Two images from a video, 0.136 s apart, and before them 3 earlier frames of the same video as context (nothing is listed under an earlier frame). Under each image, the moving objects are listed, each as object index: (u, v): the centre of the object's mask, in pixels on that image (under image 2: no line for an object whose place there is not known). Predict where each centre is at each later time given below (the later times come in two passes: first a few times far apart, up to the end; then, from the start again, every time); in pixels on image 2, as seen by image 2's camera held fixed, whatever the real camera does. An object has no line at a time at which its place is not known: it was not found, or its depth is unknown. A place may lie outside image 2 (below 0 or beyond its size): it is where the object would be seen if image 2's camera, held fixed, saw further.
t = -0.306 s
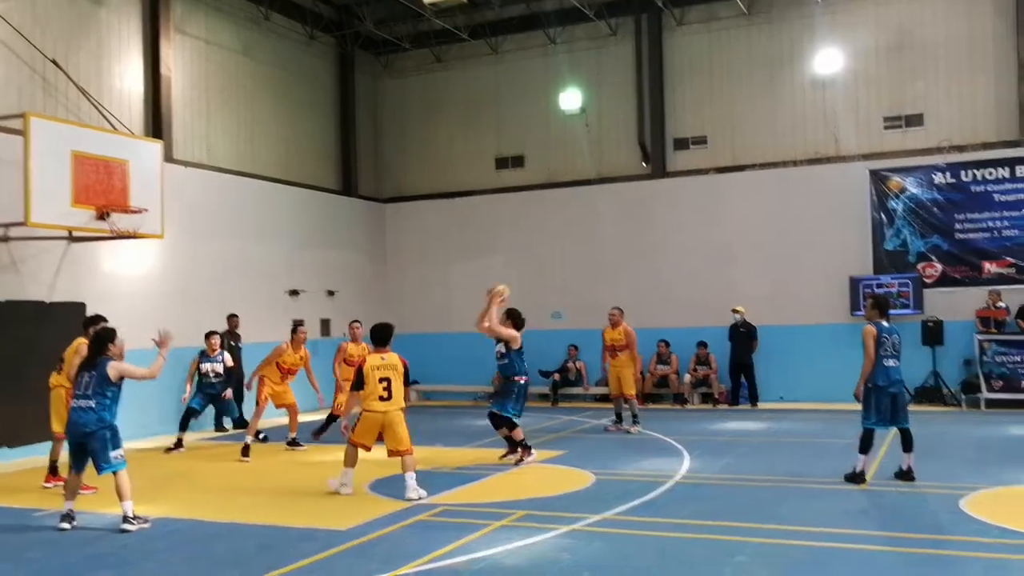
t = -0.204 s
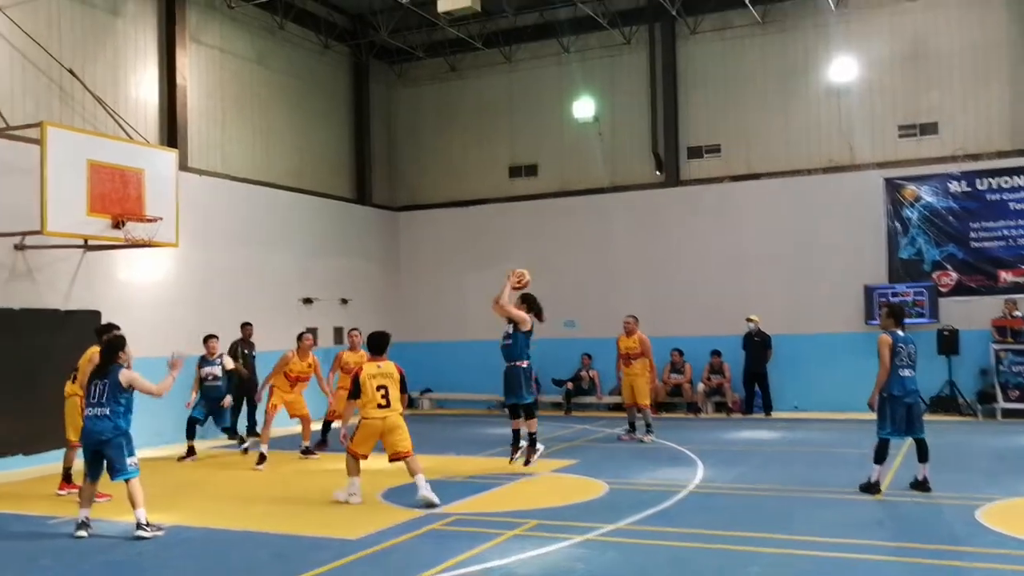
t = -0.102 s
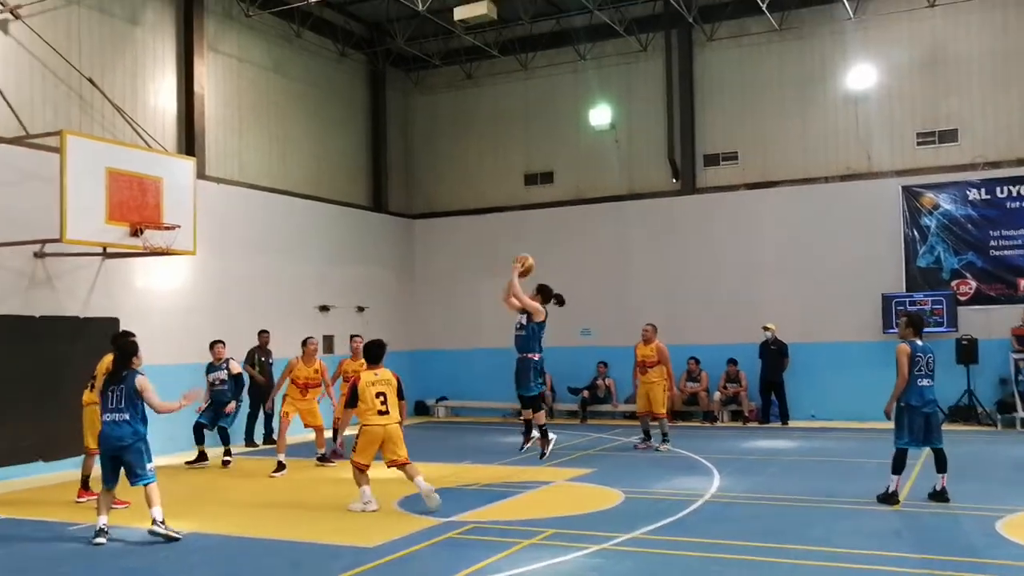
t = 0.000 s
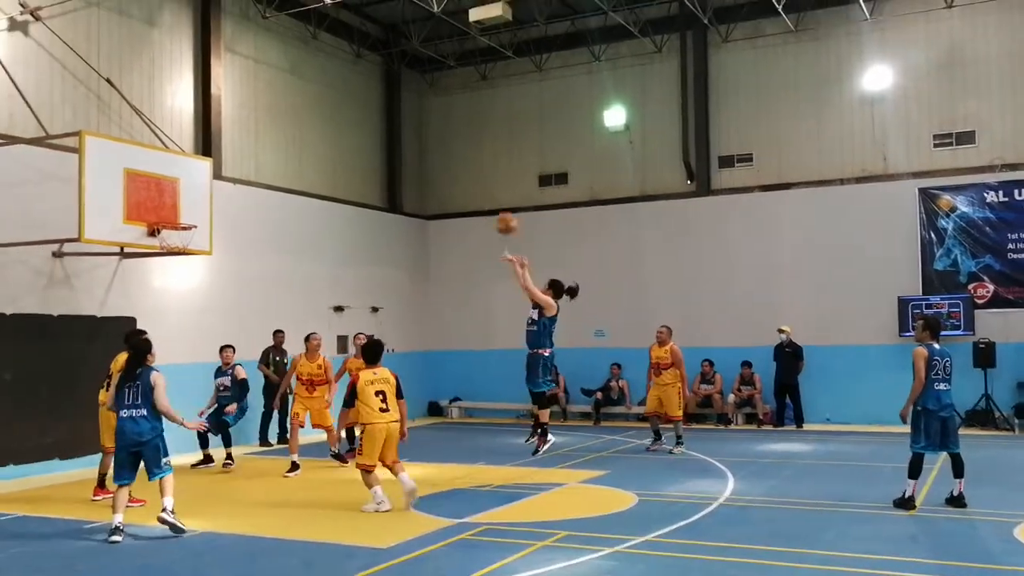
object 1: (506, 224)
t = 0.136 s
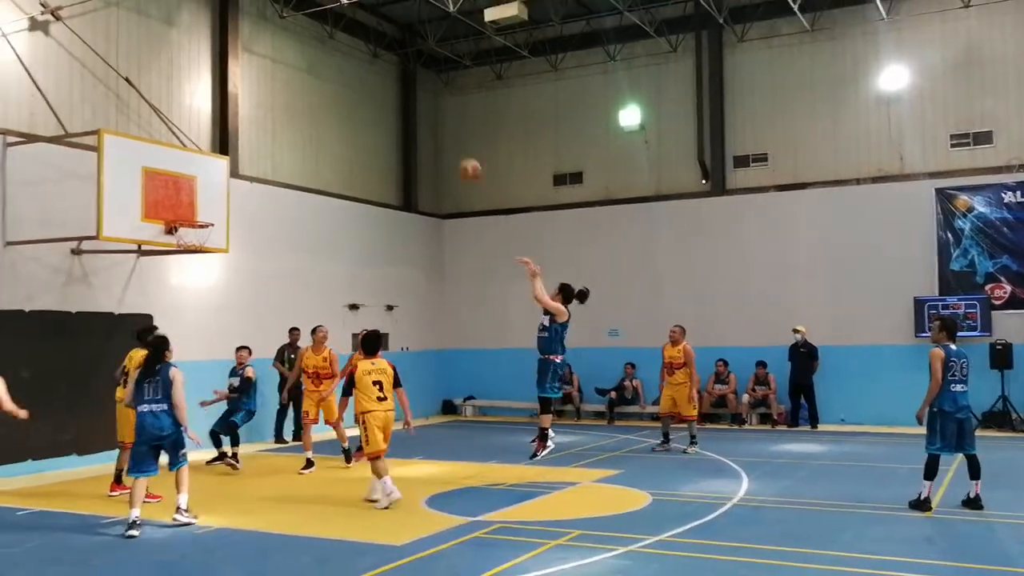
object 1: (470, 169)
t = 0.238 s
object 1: (433, 141)
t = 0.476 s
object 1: (350, 109)
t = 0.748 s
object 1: (254, 130)
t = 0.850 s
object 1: (220, 153)
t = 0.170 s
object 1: (458, 158)
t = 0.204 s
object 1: (446, 150)
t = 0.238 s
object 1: (433, 141)
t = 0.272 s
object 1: (420, 133)
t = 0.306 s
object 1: (409, 127)
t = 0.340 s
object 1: (396, 121)
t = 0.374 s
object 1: (384, 117)
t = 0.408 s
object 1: (373, 112)
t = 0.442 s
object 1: (362, 111)
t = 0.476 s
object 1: (350, 109)
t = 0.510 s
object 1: (337, 108)
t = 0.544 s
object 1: (325, 109)
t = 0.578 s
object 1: (313, 110)
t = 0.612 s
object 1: (302, 113)
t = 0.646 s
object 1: (289, 116)
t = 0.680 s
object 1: (277, 120)
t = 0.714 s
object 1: (266, 125)
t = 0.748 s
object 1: (254, 130)
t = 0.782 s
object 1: (242, 137)
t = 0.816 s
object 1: (230, 145)
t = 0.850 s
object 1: (220, 153)
